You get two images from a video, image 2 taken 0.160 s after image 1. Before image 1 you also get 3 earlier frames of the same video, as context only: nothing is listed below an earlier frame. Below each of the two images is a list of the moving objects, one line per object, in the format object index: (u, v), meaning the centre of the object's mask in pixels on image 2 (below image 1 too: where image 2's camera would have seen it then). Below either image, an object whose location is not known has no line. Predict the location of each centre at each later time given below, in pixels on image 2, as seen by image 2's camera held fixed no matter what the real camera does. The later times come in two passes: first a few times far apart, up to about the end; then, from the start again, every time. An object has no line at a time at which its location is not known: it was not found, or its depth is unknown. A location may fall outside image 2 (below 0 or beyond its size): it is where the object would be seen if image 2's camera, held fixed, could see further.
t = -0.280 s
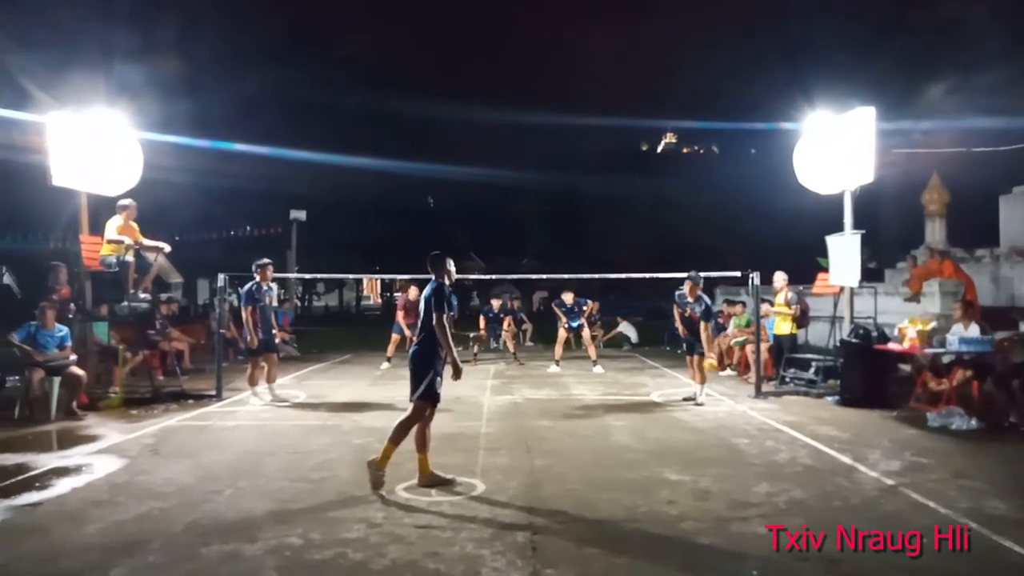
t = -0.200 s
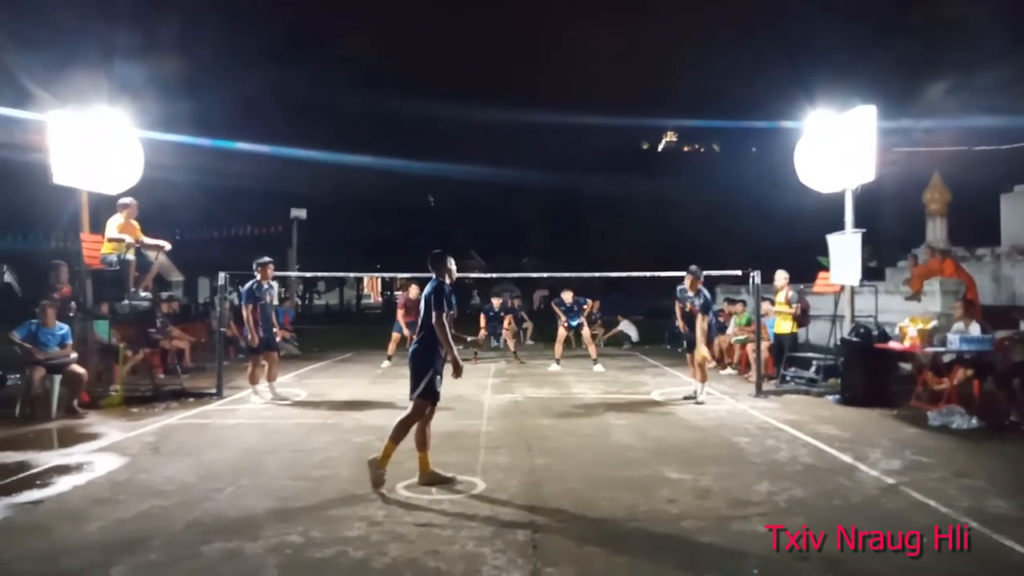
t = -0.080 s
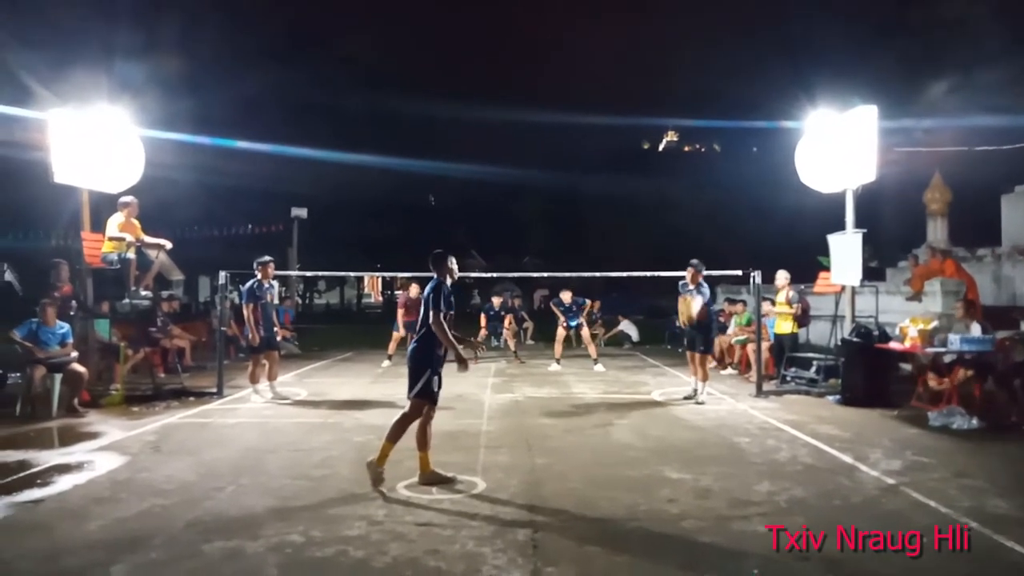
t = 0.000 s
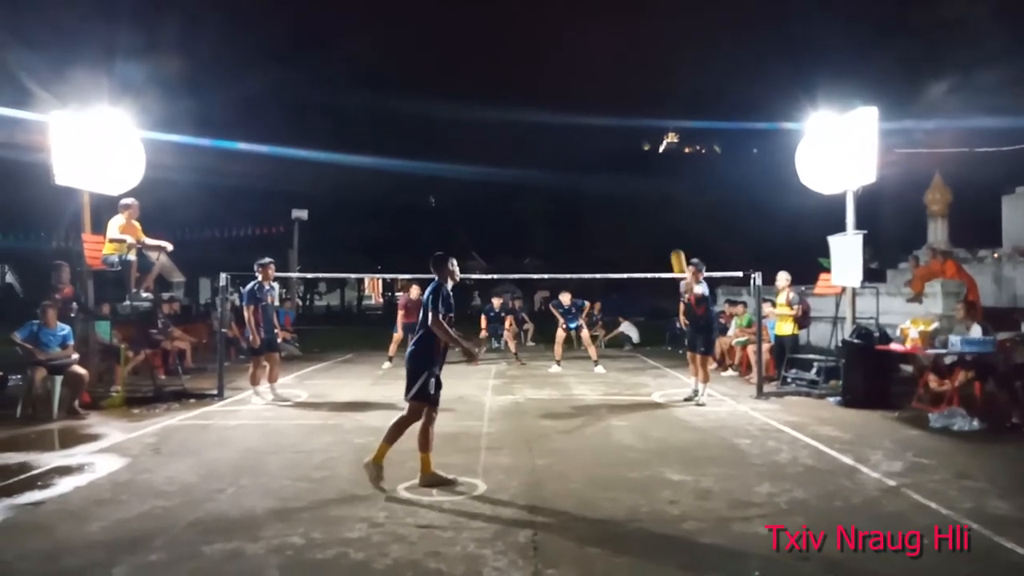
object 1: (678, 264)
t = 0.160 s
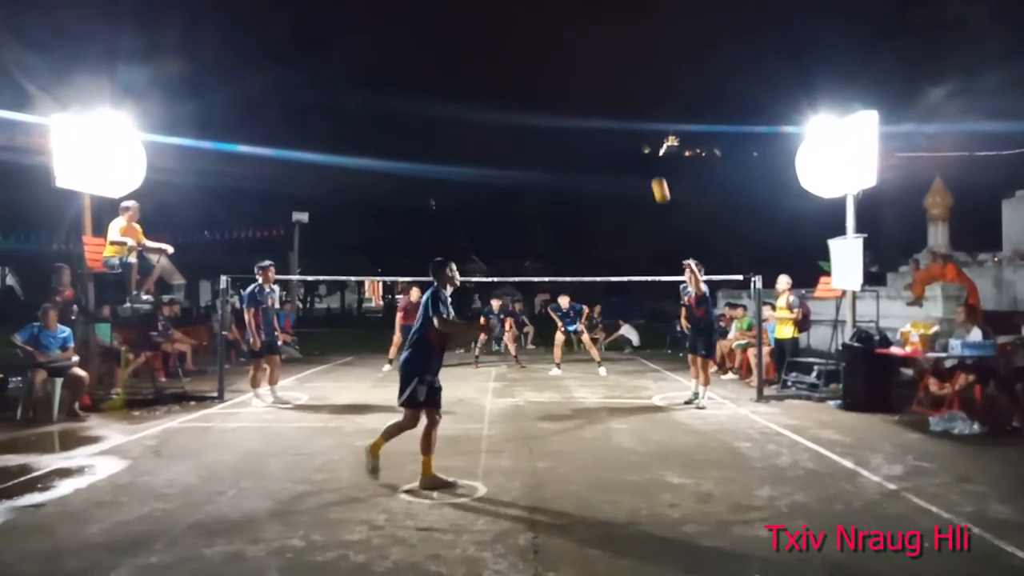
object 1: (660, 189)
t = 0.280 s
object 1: (645, 144)
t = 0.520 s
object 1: (610, 87)
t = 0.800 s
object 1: (563, 102)
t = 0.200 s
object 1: (655, 173)
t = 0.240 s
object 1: (650, 158)
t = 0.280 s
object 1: (645, 144)
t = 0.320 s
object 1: (640, 131)
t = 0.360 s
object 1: (634, 119)
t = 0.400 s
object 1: (628, 109)
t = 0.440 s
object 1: (623, 101)
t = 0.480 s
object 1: (616, 94)
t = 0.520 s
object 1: (610, 87)
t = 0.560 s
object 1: (604, 85)
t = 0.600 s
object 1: (598, 83)
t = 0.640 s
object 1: (591, 83)
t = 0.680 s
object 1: (585, 85)
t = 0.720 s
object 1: (578, 88)
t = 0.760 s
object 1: (570, 94)
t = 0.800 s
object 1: (563, 102)
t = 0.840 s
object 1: (556, 112)
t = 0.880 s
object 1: (548, 126)
